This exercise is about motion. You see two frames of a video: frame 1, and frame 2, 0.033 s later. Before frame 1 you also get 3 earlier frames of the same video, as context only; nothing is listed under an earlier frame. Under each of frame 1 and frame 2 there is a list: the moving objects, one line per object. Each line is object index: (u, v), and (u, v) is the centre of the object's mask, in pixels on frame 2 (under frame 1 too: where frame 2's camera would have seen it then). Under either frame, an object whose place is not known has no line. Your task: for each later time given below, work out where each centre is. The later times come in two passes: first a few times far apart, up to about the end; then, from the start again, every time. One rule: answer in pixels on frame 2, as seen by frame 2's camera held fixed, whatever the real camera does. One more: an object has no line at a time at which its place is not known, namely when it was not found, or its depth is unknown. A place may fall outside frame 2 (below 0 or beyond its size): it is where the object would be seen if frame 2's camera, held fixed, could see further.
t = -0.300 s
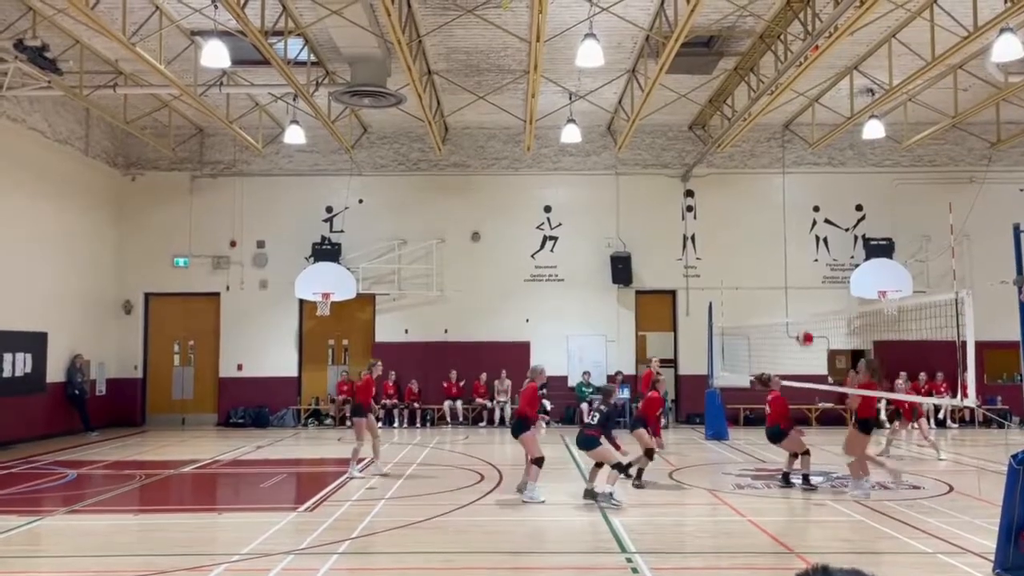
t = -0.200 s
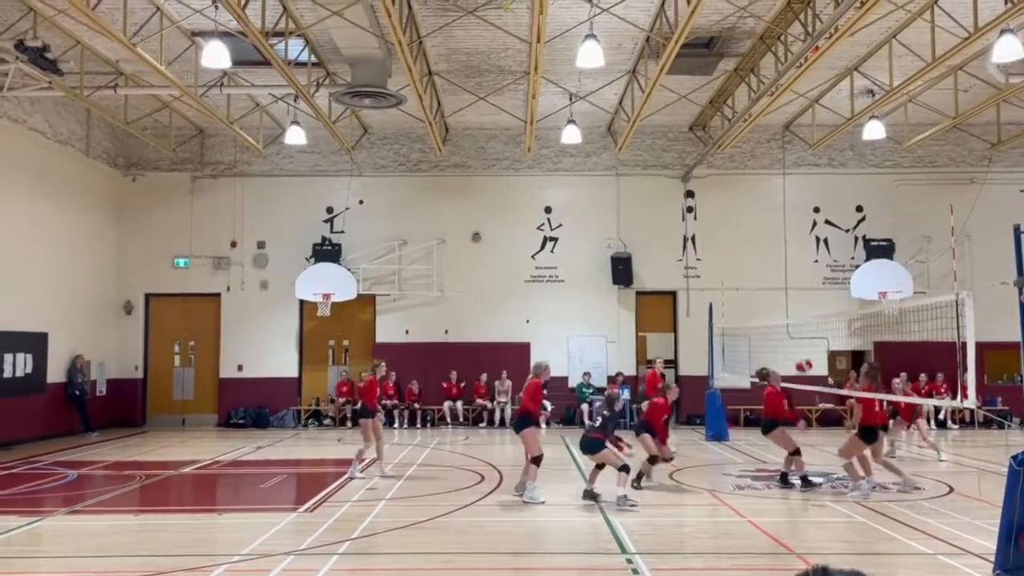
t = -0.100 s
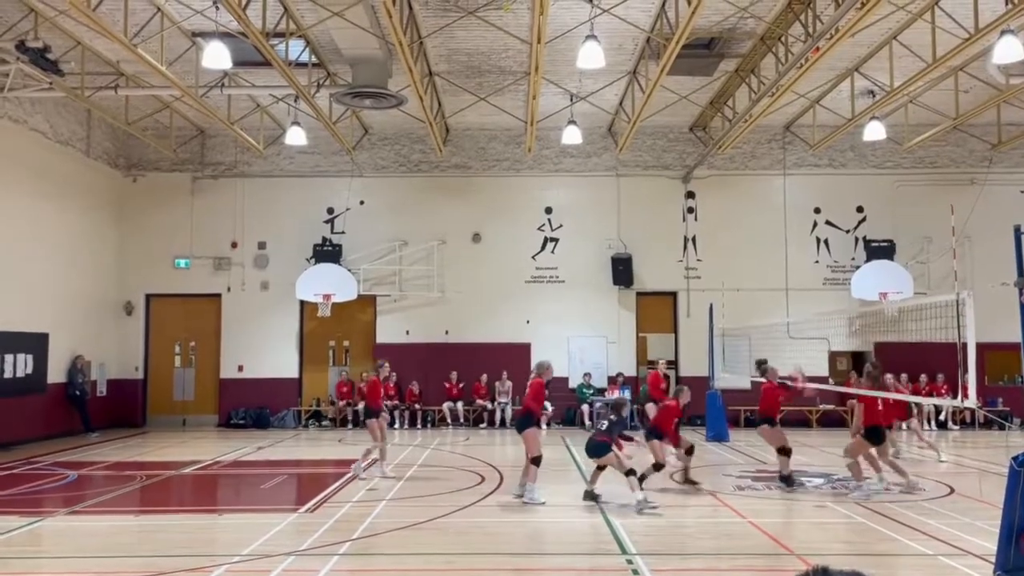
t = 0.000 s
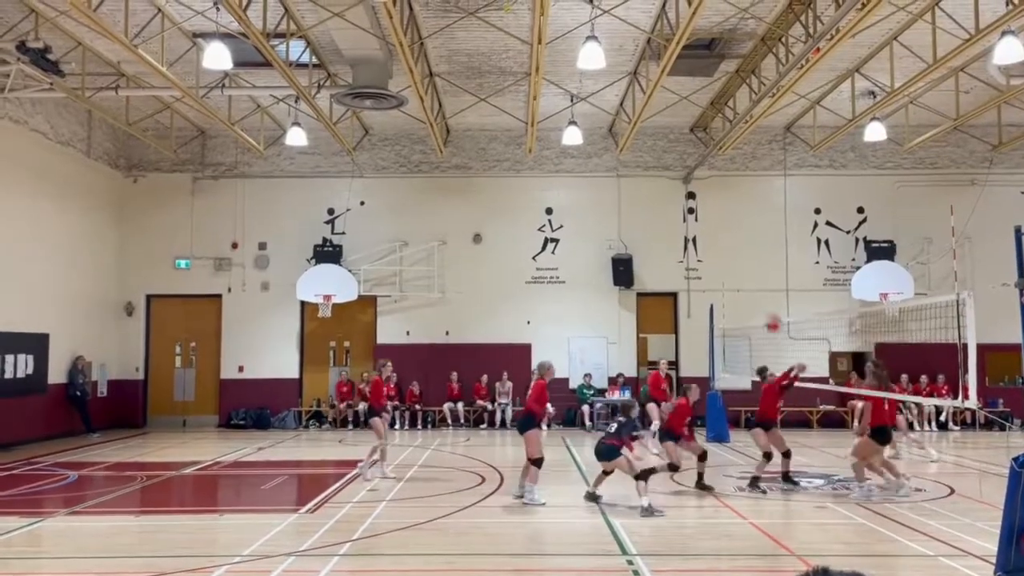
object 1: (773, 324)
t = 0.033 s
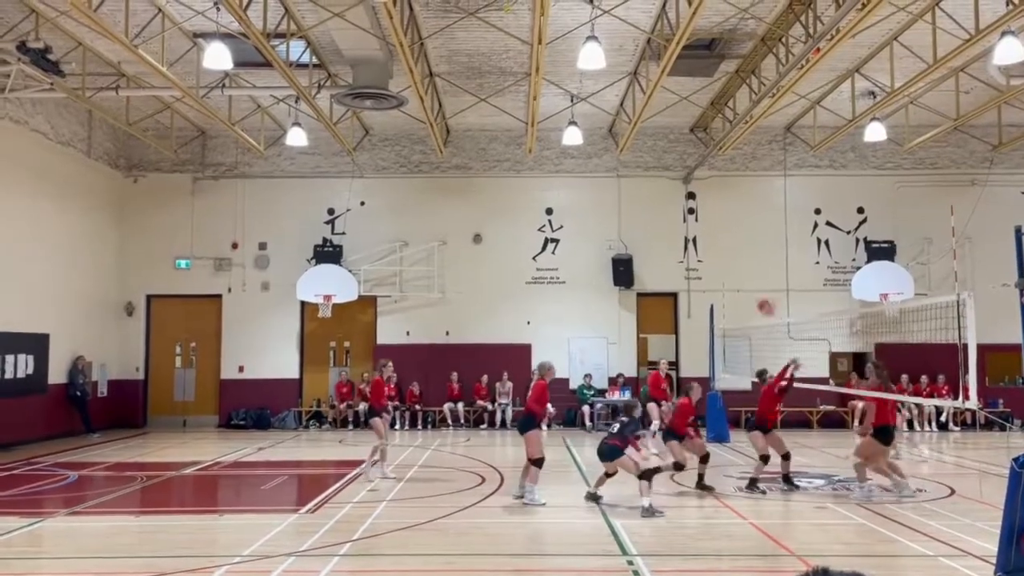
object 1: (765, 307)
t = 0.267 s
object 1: (708, 212)
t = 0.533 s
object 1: (638, 157)
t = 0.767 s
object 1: (574, 156)
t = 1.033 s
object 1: (495, 221)
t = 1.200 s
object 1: (444, 302)
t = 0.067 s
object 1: (758, 292)
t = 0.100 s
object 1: (749, 275)
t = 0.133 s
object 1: (741, 261)
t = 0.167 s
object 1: (733, 247)
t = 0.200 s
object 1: (725, 235)
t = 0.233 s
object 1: (717, 224)
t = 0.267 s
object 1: (708, 212)
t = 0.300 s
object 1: (697, 201)
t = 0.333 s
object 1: (690, 195)
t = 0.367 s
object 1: (680, 184)
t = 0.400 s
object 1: (671, 180)
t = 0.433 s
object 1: (665, 170)
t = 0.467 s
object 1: (654, 166)
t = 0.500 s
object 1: (646, 160)
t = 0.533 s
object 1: (638, 157)
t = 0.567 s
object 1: (628, 155)
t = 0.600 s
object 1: (619, 152)
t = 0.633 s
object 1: (610, 153)
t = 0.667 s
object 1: (601, 150)
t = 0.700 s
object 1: (593, 152)
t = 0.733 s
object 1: (584, 154)
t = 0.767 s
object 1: (574, 156)
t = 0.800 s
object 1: (564, 161)
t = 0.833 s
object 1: (554, 166)
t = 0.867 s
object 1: (544, 172)
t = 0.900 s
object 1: (535, 180)
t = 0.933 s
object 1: (524, 189)
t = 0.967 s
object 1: (515, 198)
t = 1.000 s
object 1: (505, 209)
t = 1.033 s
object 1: (495, 221)
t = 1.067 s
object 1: (484, 234)
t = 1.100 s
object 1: (475, 248)
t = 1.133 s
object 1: (464, 264)
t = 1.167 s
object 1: (453, 282)
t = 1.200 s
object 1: (444, 302)
